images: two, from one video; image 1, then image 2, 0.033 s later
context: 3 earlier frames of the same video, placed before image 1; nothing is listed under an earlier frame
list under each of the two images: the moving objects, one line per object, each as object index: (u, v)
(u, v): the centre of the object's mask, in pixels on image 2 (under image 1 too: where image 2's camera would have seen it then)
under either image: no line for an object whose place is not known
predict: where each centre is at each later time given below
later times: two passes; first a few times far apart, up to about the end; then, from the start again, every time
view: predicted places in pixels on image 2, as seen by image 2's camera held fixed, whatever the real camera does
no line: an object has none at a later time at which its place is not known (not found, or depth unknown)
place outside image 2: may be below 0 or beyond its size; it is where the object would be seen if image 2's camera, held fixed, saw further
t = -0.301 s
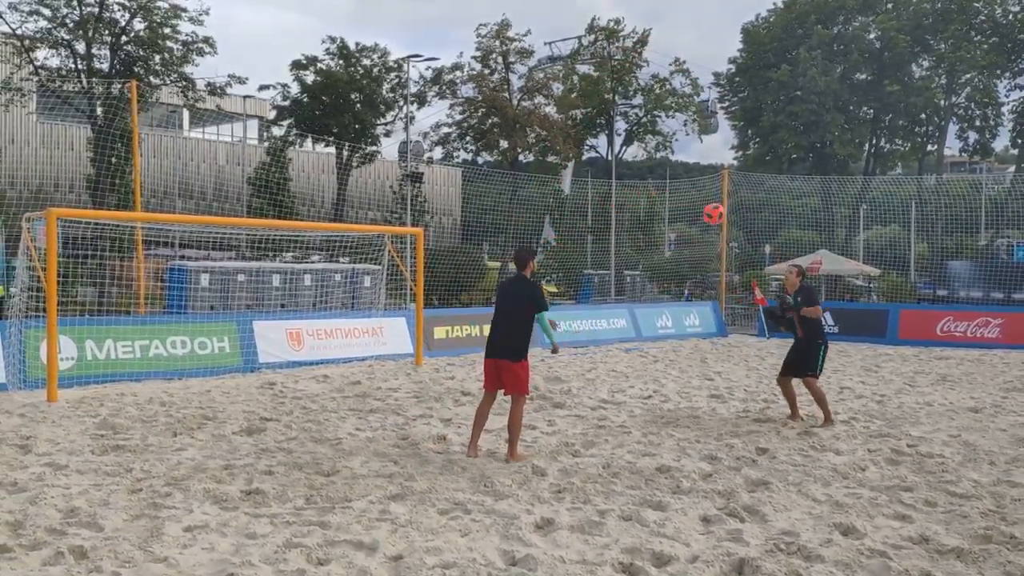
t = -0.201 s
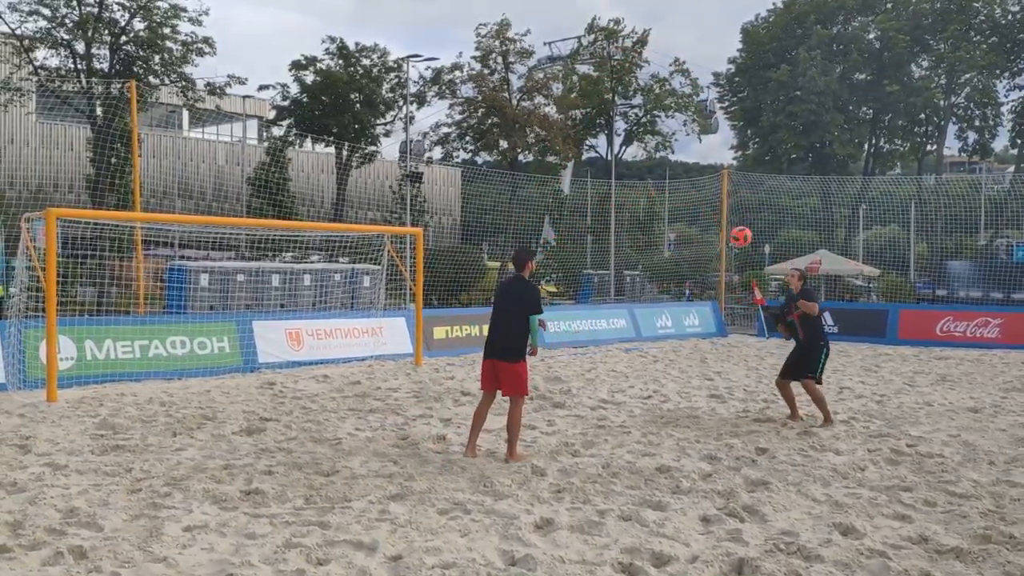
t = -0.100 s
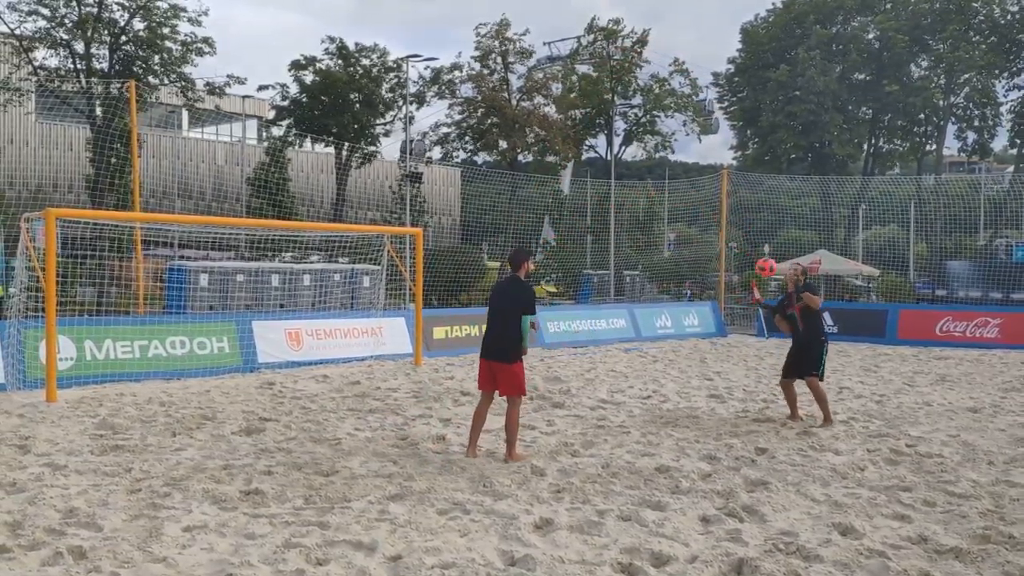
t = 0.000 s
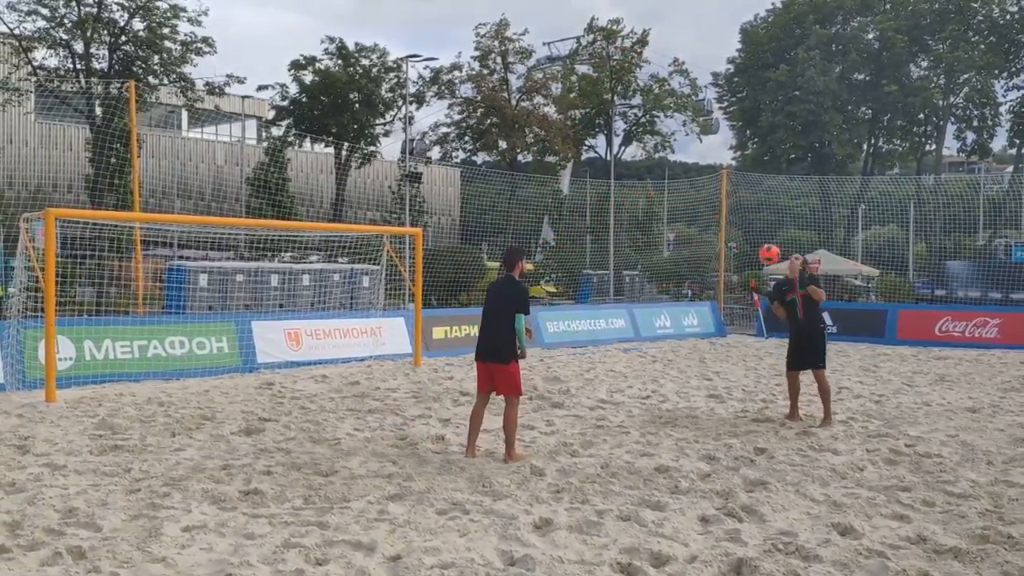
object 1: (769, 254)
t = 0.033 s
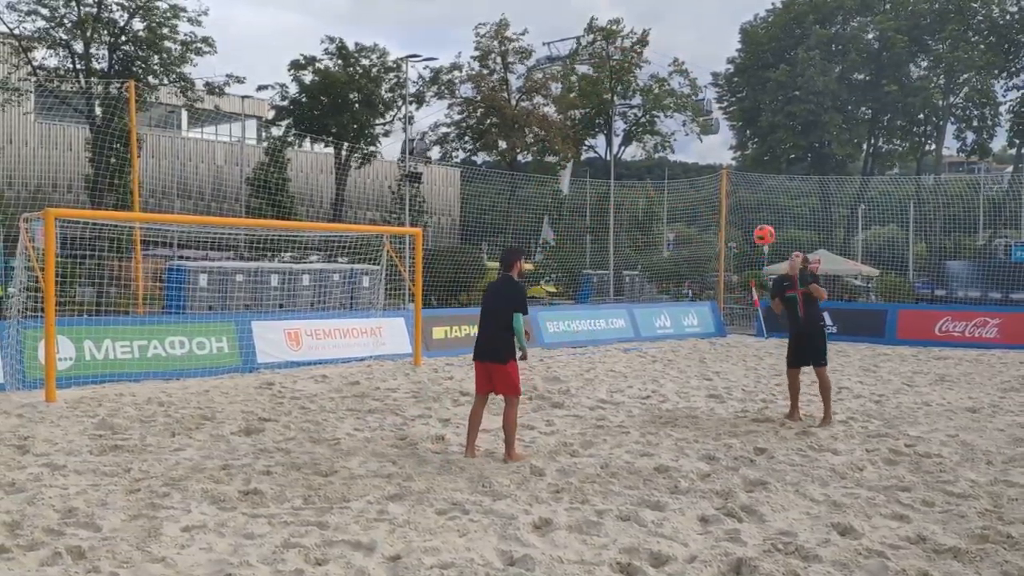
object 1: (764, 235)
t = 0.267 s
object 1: (725, 124)
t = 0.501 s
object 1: (683, 64)
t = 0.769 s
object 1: (629, 61)
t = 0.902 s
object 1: (601, 90)
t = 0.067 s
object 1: (758, 216)
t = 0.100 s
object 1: (753, 198)
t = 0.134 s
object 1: (748, 181)
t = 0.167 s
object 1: (742, 166)
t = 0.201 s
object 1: (737, 151)
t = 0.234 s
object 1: (731, 138)
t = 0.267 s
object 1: (725, 124)
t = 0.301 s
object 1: (720, 112)
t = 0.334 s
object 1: (713, 101)
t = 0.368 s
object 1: (708, 91)
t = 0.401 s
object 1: (702, 83)
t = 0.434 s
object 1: (696, 76)
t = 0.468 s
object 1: (690, 68)
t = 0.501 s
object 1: (683, 64)
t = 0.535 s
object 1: (677, 60)
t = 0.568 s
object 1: (670, 56)
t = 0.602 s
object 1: (663, 54)
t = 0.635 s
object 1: (656, 53)
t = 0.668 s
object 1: (650, 53)
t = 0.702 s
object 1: (643, 54)
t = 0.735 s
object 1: (636, 57)
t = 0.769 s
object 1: (629, 61)
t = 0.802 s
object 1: (622, 66)
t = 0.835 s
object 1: (615, 73)
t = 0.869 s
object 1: (608, 81)
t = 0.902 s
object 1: (601, 90)
